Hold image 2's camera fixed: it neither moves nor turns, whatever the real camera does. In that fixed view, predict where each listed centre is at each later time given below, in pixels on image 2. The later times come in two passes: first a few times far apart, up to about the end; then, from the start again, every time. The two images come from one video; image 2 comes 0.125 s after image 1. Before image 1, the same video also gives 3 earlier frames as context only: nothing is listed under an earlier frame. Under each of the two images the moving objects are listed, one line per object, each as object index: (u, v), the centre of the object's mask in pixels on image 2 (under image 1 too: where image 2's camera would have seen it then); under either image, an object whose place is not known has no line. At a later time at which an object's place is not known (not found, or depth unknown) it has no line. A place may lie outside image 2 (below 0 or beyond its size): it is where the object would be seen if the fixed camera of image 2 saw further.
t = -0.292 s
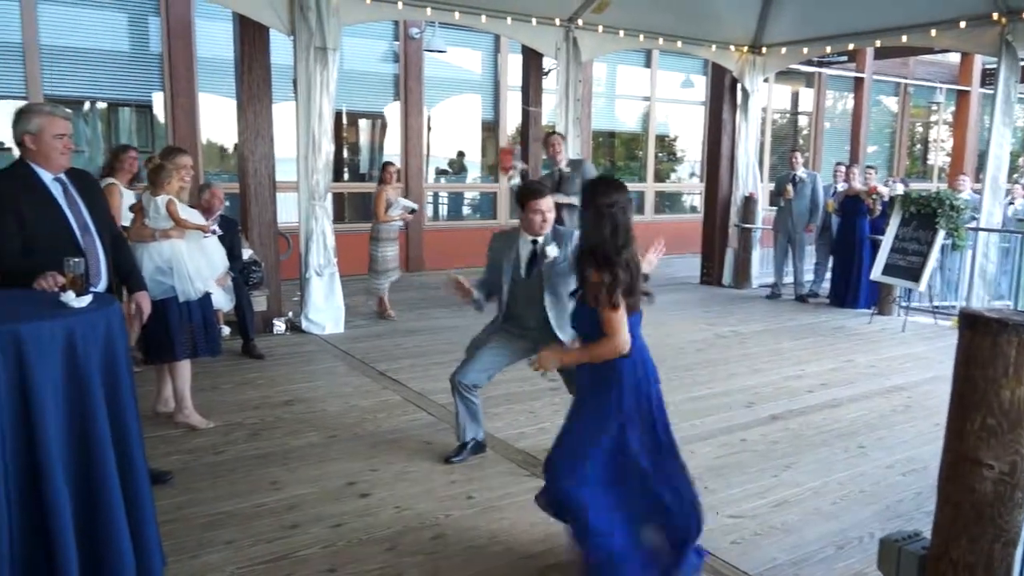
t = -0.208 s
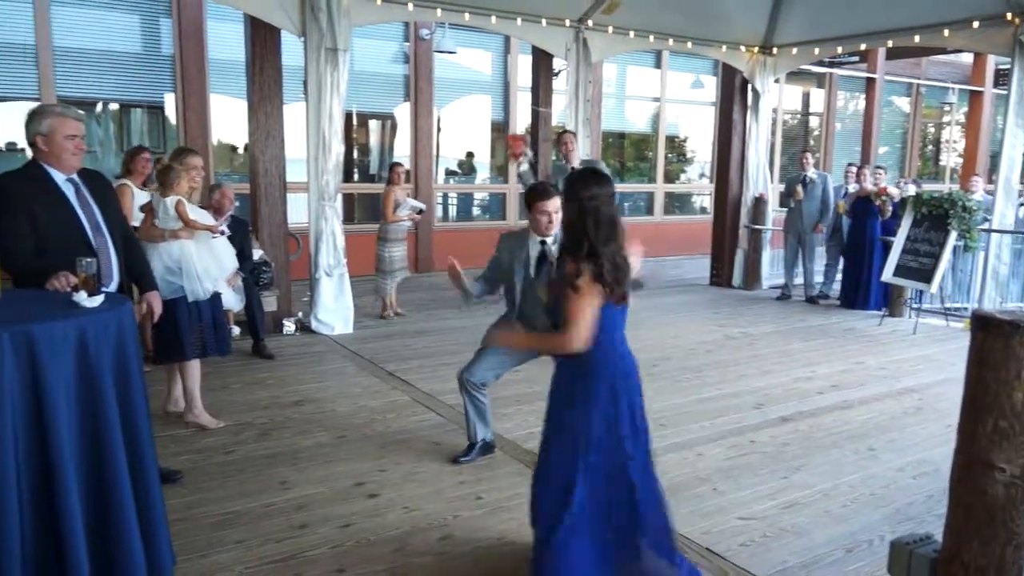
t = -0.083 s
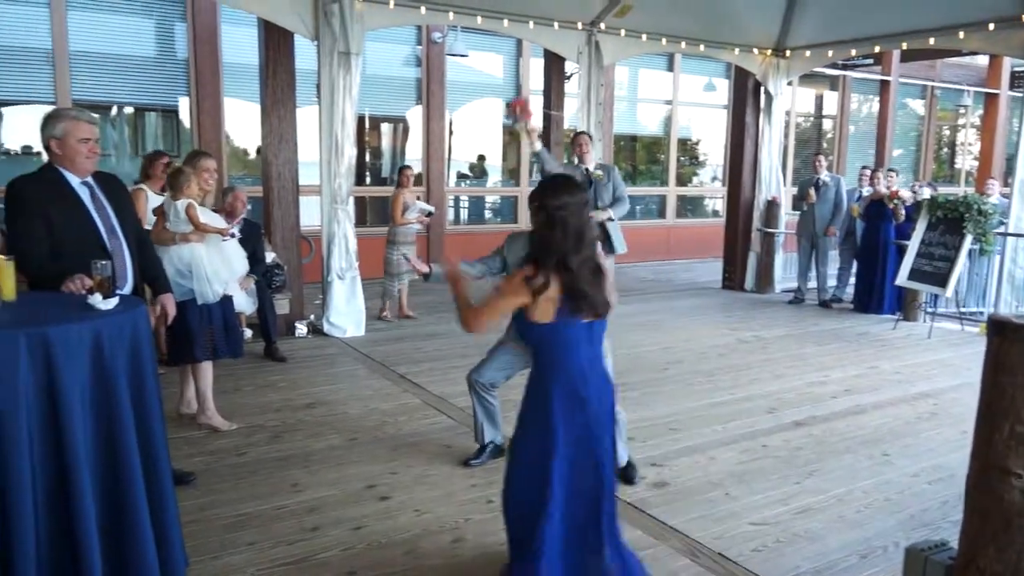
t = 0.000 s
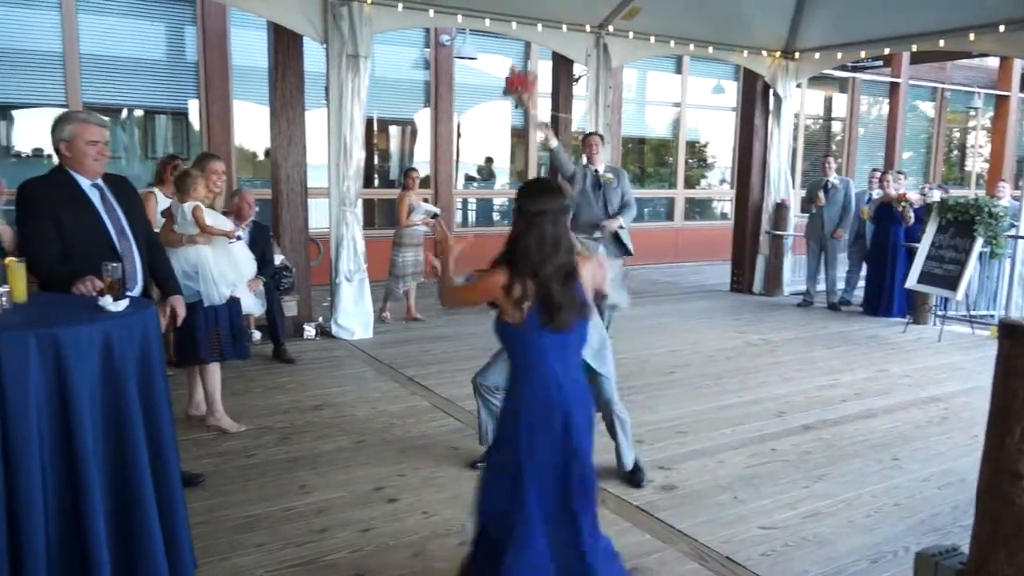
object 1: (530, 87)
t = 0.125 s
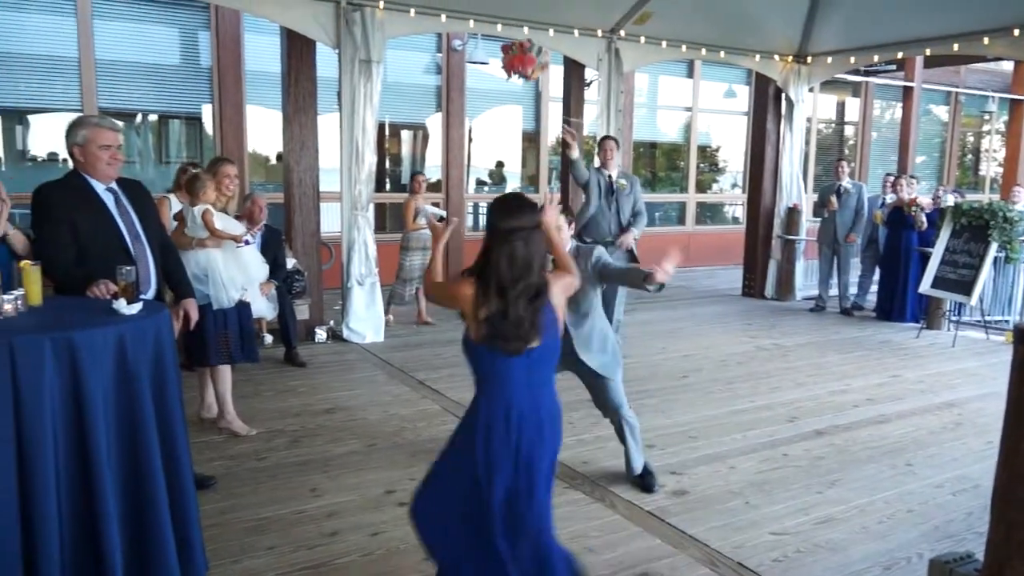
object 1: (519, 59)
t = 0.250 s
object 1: (505, 46)
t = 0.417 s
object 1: (482, 73)
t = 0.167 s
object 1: (515, 53)
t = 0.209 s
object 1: (511, 48)
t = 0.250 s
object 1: (505, 46)
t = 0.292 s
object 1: (500, 47)
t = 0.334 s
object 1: (496, 52)
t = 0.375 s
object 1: (488, 62)
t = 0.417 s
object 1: (482, 73)
